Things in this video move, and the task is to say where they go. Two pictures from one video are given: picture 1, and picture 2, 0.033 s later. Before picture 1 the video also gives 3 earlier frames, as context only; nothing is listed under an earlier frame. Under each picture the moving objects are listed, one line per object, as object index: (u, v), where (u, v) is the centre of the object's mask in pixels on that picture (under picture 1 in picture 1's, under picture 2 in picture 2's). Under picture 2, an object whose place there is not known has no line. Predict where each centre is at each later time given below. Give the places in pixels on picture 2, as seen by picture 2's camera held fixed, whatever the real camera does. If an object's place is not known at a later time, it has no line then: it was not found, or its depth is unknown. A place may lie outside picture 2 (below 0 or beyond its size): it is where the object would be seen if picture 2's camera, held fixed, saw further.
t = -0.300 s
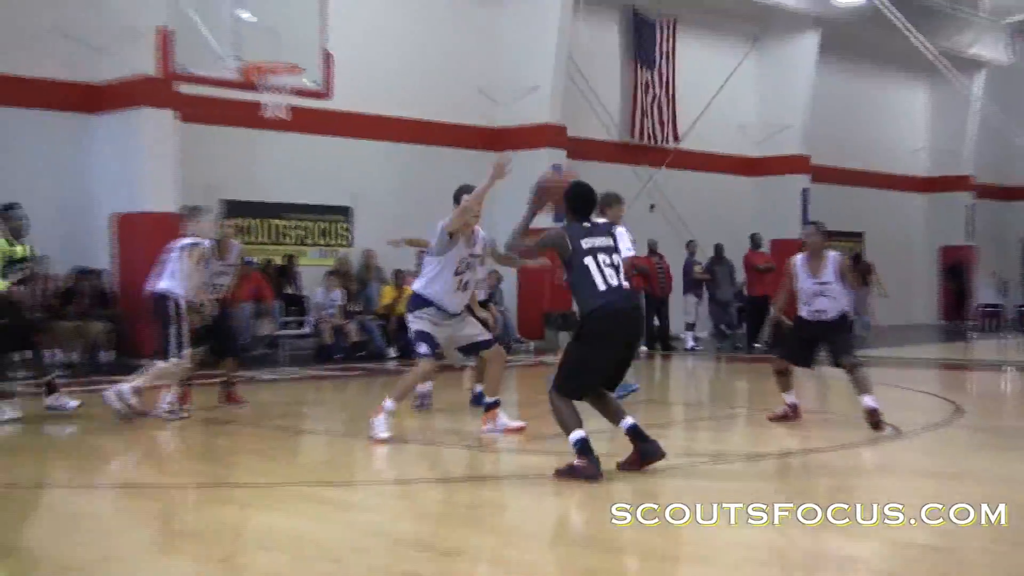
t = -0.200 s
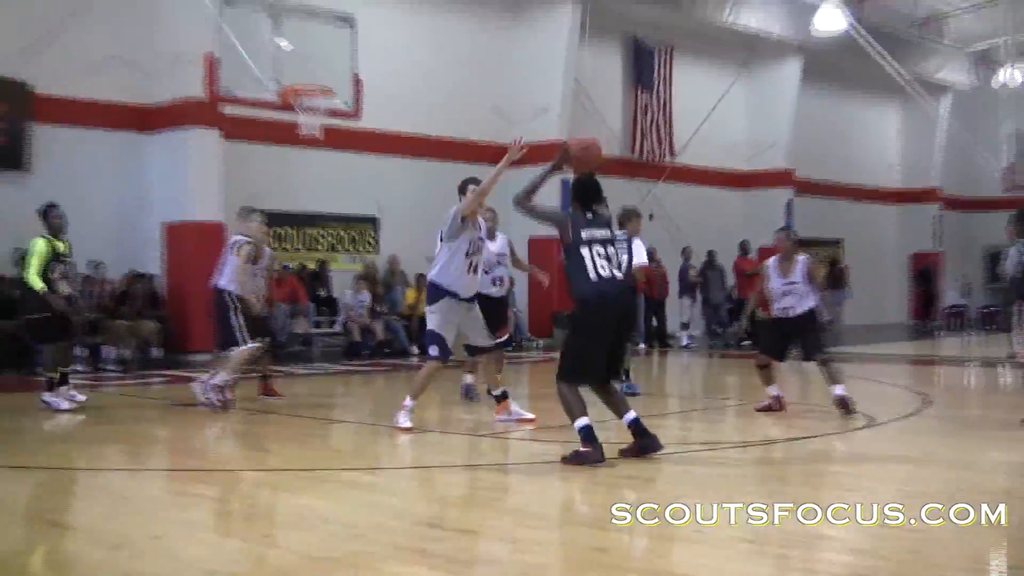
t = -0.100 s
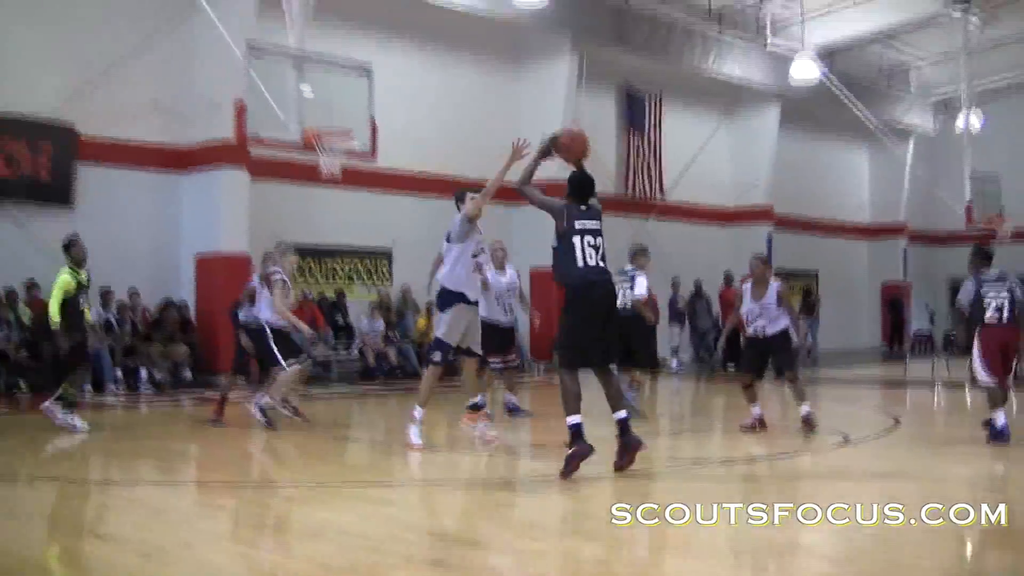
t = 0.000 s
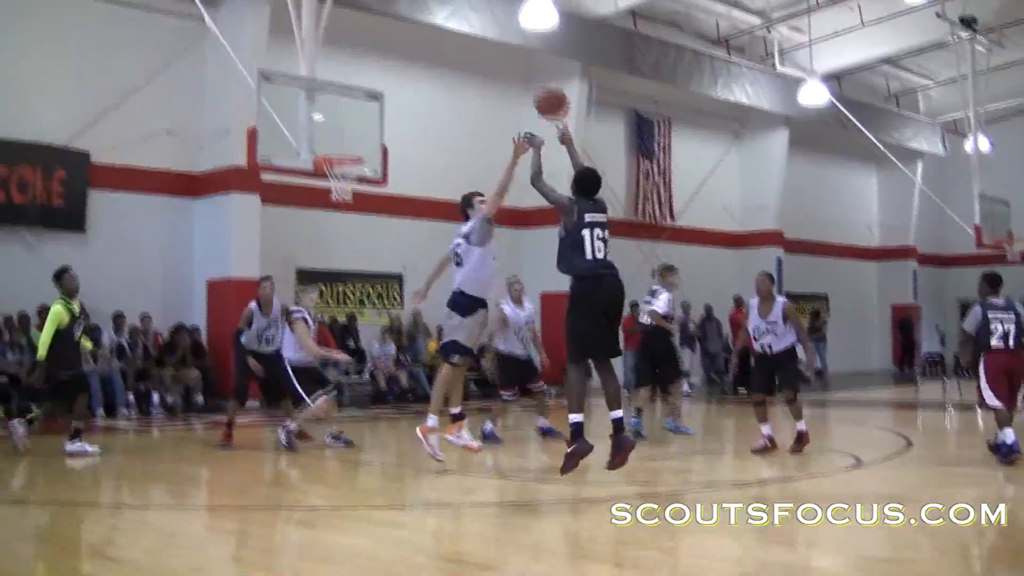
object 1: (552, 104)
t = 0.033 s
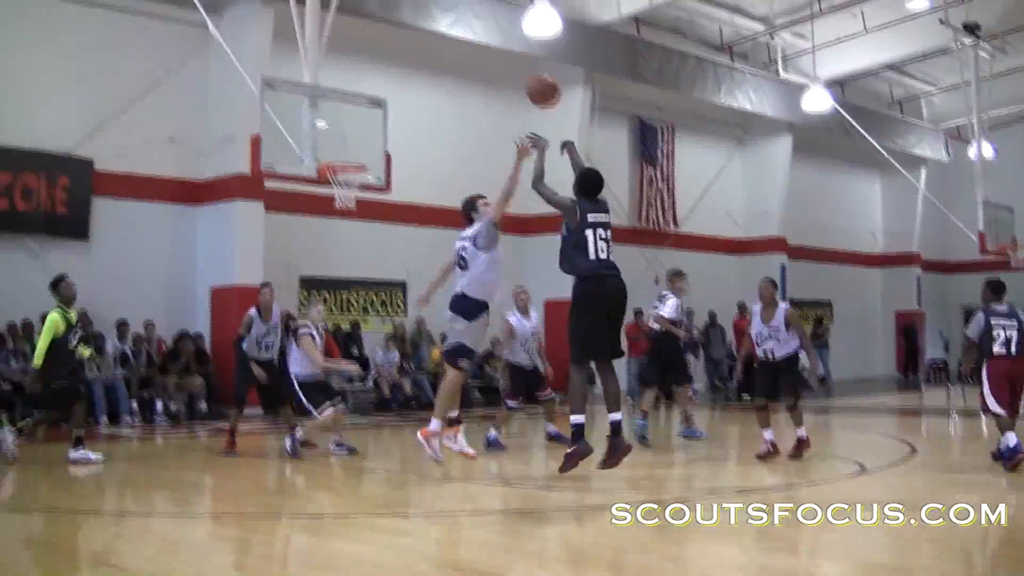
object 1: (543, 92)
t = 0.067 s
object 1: (532, 74)
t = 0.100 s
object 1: (521, 58)
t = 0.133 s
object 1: (510, 43)
